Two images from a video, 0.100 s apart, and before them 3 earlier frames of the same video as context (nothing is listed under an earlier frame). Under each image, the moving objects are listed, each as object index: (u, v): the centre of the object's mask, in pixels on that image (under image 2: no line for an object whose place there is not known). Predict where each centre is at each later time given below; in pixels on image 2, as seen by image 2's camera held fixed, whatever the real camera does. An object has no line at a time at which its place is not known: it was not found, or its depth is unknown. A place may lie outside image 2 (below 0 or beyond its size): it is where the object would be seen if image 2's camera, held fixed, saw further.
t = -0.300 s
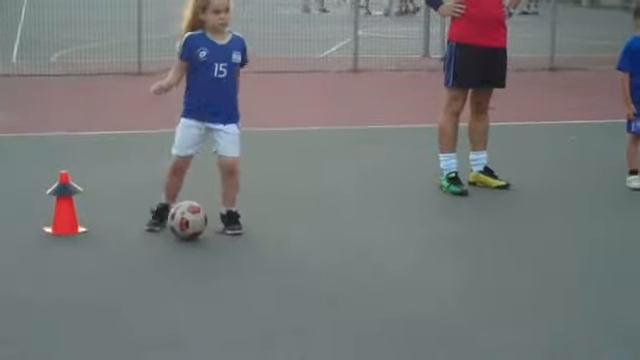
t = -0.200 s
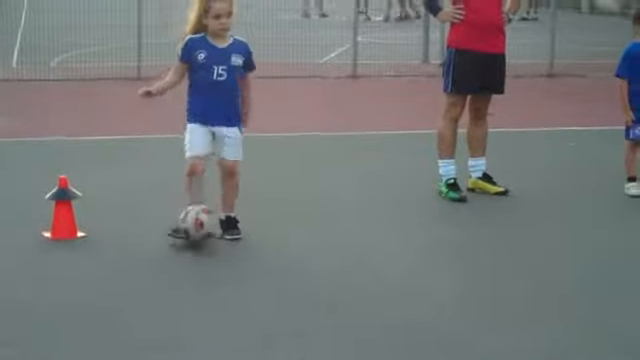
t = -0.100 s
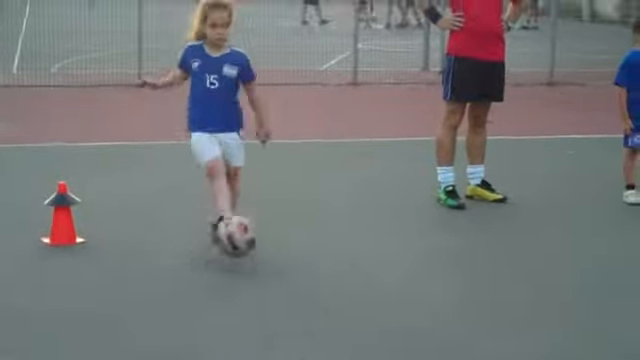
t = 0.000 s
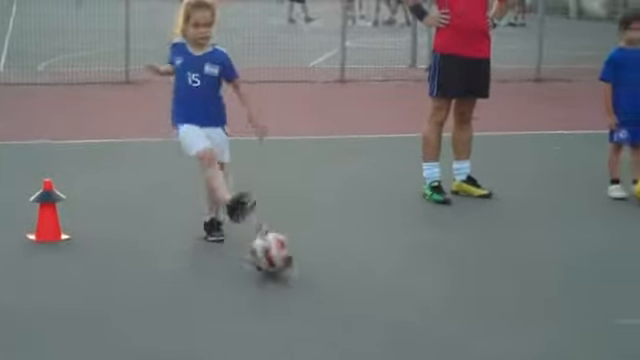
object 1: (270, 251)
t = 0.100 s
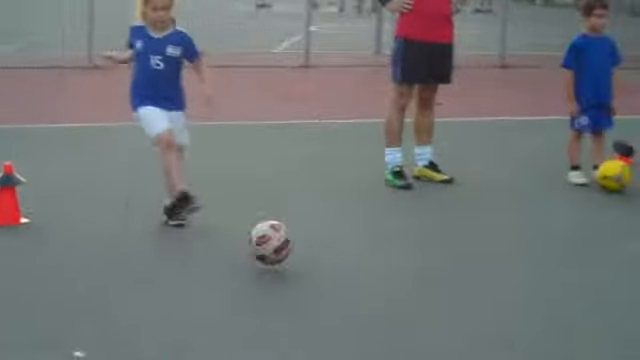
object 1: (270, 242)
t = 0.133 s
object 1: (283, 246)
